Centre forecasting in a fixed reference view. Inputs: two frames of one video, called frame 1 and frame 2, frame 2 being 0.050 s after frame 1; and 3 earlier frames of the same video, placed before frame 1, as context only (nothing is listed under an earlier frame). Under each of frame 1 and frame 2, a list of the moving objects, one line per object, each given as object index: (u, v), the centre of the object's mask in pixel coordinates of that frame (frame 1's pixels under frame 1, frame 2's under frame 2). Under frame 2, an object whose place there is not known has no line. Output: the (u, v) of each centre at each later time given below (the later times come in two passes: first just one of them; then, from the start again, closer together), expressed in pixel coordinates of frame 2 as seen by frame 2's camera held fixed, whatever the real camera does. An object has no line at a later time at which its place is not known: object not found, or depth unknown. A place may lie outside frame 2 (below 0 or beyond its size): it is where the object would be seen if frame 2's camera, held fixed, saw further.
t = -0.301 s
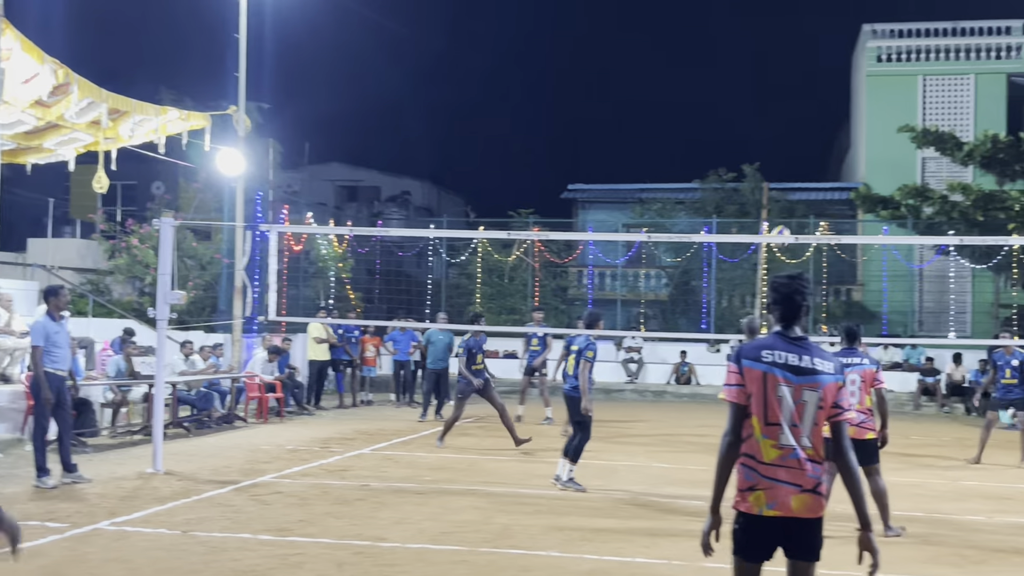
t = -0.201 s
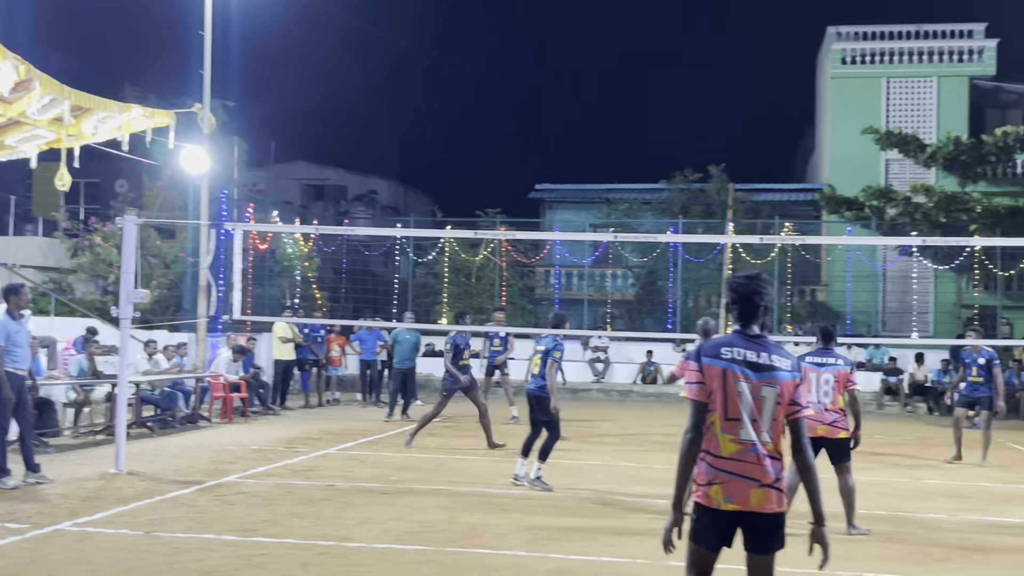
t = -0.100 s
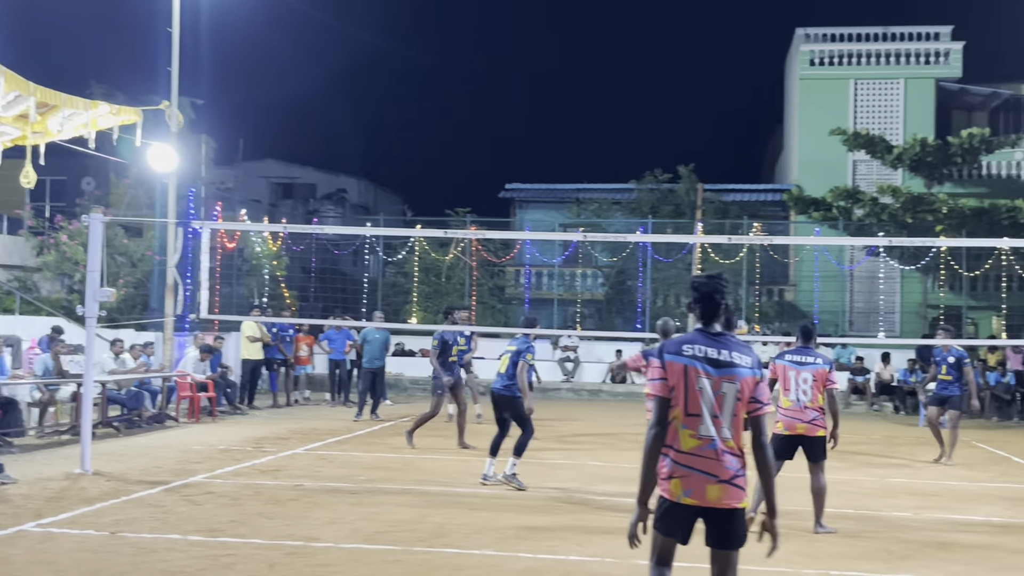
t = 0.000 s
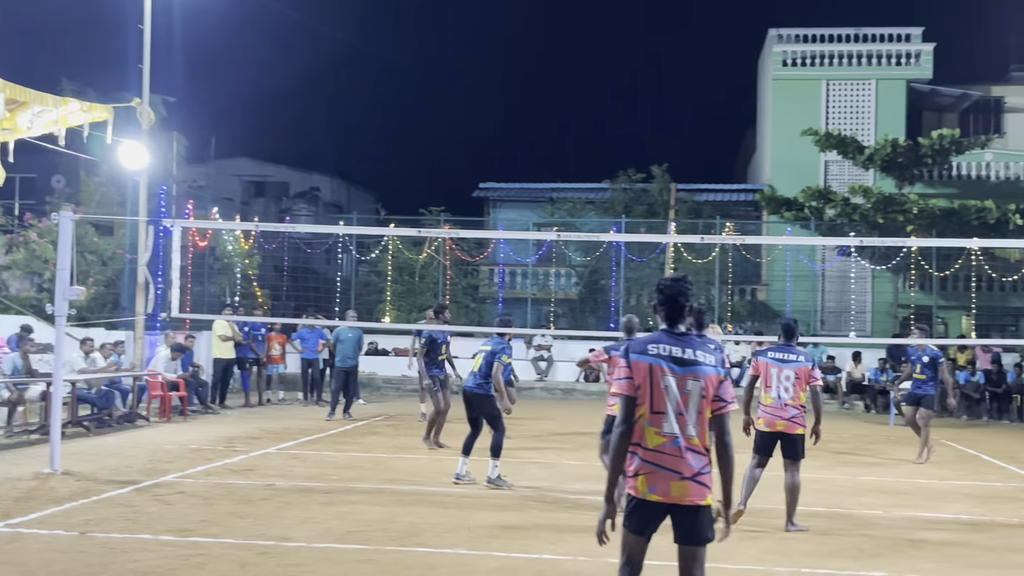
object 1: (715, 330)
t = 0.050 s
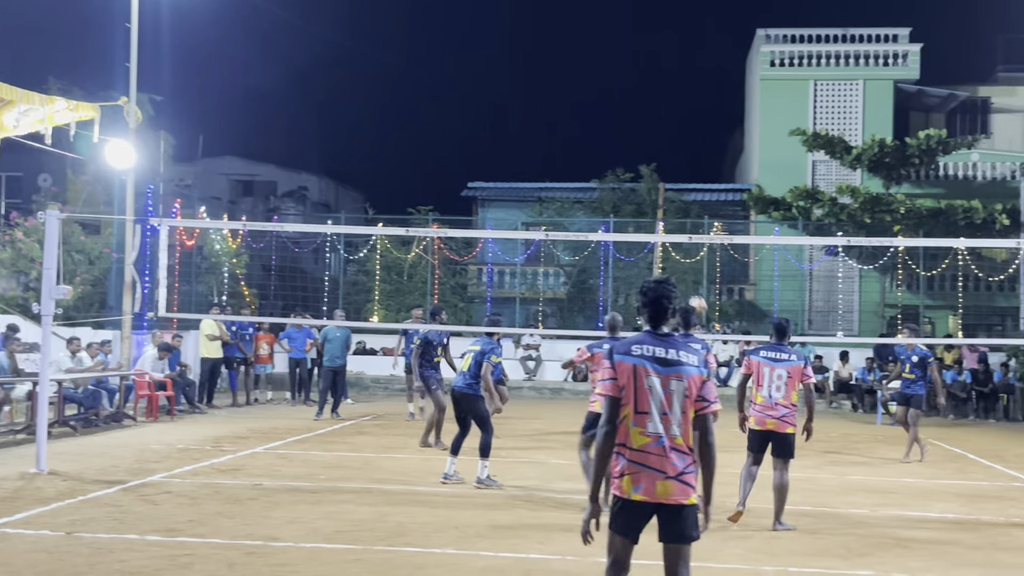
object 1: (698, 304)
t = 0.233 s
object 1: (678, 217)
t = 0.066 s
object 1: (696, 297)
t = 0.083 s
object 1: (694, 287)
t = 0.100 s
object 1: (693, 279)
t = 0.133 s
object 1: (690, 263)
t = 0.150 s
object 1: (687, 255)
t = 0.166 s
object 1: (686, 249)
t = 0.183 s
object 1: (684, 241)
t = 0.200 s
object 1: (681, 229)
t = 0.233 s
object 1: (678, 217)
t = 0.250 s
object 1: (676, 211)
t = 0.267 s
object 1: (674, 204)
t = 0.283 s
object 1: (672, 198)
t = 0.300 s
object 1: (670, 191)
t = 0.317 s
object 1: (668, 185)
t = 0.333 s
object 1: (666, 179)
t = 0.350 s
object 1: (664, 173)
